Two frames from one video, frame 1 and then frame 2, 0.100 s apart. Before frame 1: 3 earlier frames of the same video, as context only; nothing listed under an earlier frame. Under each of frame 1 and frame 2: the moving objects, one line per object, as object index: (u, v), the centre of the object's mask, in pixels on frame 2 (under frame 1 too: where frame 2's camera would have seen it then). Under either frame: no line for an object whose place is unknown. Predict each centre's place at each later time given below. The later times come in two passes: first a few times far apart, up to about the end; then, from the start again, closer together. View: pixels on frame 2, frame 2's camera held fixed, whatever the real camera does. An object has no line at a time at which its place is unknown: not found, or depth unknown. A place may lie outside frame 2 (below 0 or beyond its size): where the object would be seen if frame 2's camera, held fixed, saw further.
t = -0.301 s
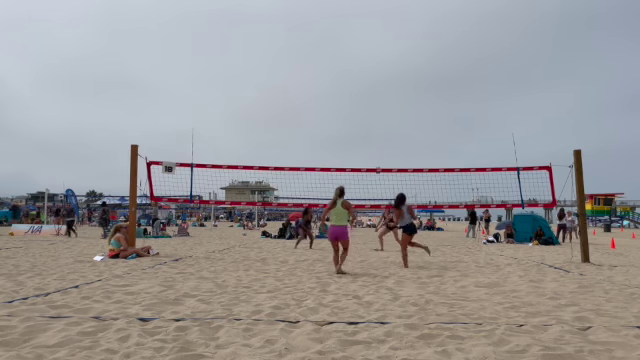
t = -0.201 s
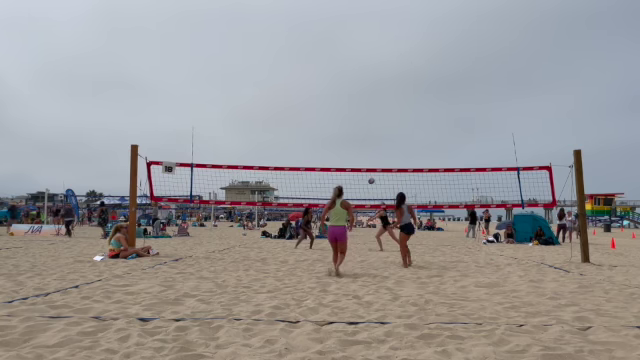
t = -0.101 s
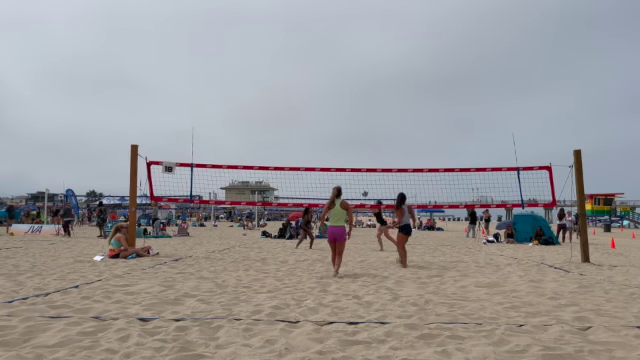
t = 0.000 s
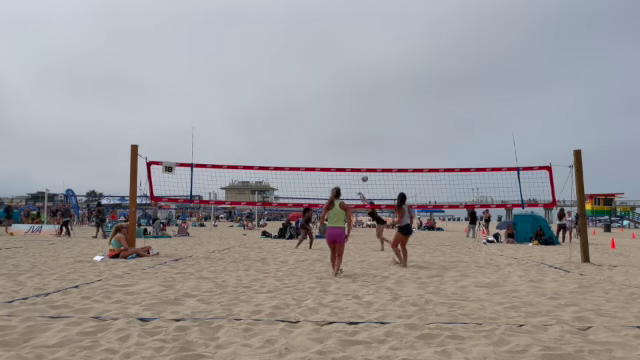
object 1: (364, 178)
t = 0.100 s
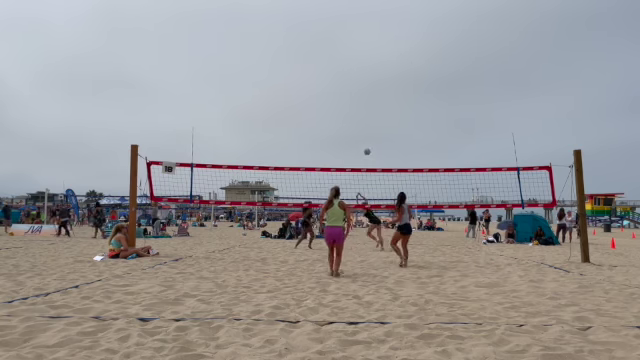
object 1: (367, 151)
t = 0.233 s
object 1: (370, 120)
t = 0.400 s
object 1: (372, 89)
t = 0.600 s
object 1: (375, 63)
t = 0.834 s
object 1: (378, 49)
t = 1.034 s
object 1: (379, 50)
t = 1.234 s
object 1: (379, 65)
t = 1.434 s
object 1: (380, 93)
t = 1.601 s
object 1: (379, 125)
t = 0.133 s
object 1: (367, 143)
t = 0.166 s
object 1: (368, 135)
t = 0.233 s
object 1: (370, 120)
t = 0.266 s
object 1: (370, 113)
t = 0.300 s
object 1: (371, 107)
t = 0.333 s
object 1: (371, 100)
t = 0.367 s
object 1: (372, 94)
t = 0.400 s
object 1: (372, 89)
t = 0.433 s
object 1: (372, 83)
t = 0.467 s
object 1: (373, 79)
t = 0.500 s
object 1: (373, 74)
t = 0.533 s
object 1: (374, 70)
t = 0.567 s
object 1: (374, 67)
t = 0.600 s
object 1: (375, 63)
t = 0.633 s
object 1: (375, 60)
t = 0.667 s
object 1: (376, 57)
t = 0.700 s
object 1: (376, 55)
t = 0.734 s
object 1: (377, 53)
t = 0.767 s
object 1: (377, 51)
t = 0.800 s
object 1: (377, 50)
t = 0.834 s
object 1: (378, 49)
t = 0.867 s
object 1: (378, 48)
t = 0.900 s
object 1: (378, 48)
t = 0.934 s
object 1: (378, 48)
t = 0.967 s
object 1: (378, 48)
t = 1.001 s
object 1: (379, 49)
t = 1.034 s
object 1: (379, 50)
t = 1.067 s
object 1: (379, 52)
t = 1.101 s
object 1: (379, 54)
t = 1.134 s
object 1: (379, 56)
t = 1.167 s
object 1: (380, 59)
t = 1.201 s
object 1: (380, 62)
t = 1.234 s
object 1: (379, 65)
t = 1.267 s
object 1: (380, 69)
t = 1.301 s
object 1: (380, 73)
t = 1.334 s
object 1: (380, 77)
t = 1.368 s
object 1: (380, 82)
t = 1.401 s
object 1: (380, 87)
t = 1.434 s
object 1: (380, 93)
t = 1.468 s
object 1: (380, 98)
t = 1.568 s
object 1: (379, 118)
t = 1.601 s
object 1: (379, 125)
